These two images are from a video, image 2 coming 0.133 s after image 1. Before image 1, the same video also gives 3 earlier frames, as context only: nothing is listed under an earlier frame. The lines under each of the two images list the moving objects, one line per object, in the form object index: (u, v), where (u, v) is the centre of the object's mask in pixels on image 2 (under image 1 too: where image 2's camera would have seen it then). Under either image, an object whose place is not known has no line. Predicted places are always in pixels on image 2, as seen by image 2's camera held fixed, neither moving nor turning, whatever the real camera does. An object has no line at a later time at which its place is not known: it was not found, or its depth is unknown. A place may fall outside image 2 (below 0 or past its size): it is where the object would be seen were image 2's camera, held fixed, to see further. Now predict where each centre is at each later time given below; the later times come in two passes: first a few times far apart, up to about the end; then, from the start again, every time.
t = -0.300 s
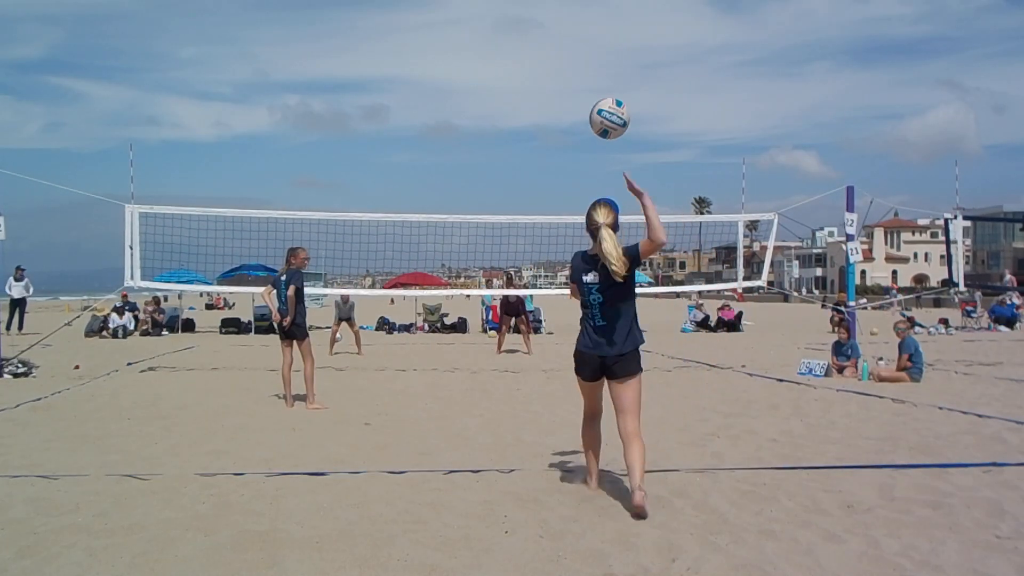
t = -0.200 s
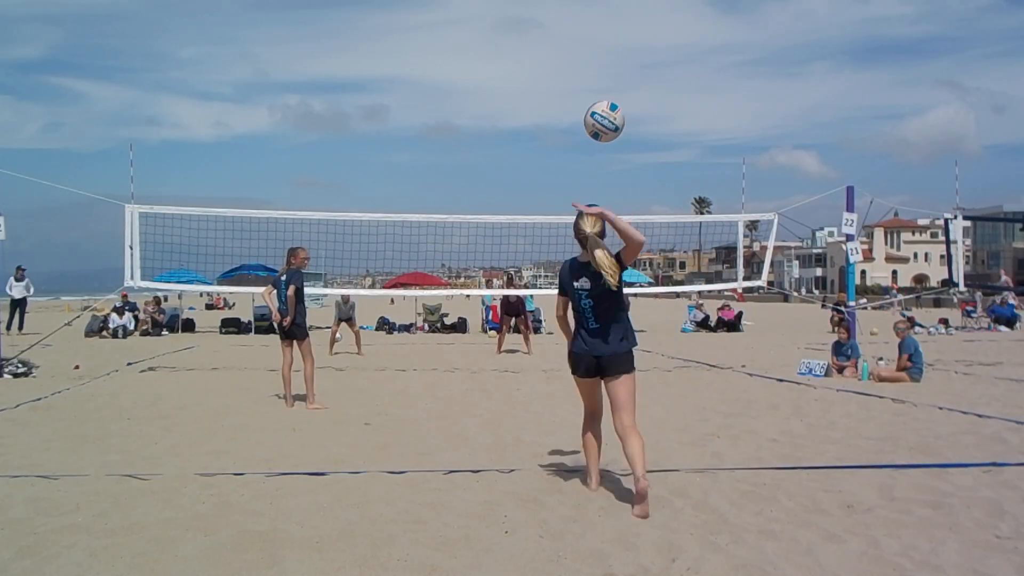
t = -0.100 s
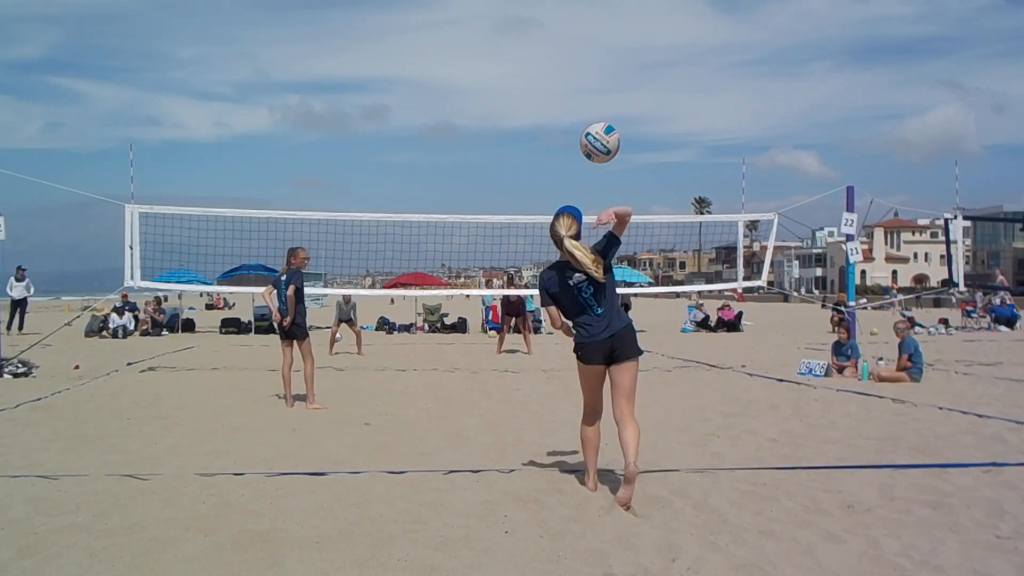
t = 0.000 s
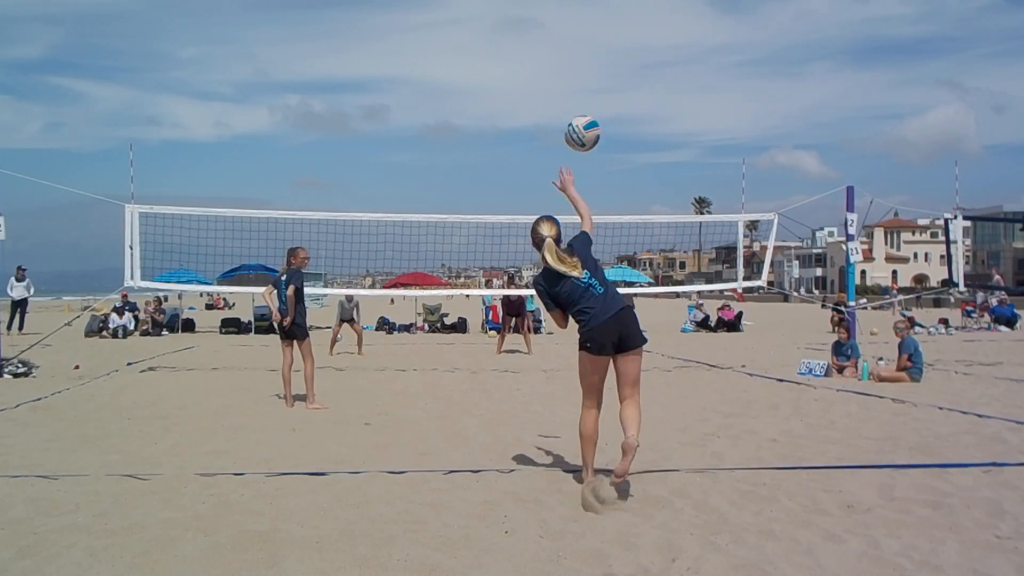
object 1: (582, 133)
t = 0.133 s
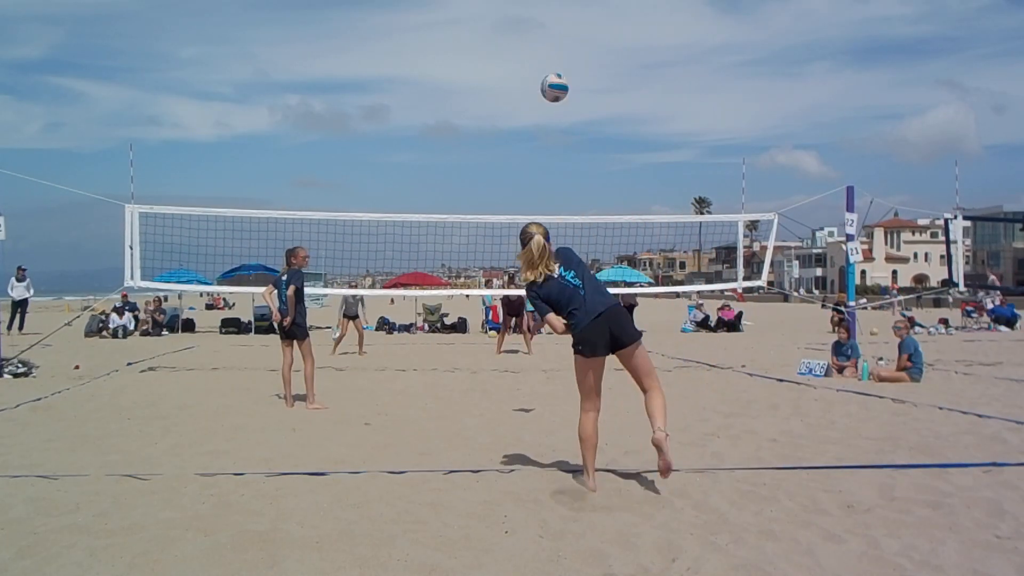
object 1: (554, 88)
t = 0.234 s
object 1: (542, 79)
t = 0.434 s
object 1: (523, 94)
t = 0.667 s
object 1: (510, 141)
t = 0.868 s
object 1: (509, 194)
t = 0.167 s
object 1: (550, 83)
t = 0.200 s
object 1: (546, 80)
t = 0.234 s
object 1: (542, 79)
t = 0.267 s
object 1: (538, 79)
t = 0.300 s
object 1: (534, 80)
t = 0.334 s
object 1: (531, 82)
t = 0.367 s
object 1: (528, 85)
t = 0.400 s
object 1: (526, 89)
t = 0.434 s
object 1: (523, 94)
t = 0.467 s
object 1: (521, 100)
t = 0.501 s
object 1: (518, 106)
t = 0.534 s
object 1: (516, 113)
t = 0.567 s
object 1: (514, 120)
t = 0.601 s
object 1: (513, 127)
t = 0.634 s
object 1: (511, 134)
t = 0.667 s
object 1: (510, 141)
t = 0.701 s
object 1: (510, 149)
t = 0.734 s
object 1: (510, 157)
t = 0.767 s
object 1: (509, 166)
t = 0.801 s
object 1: (509, 175)
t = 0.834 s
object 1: (509, 184)
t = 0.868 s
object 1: (509, 194)
